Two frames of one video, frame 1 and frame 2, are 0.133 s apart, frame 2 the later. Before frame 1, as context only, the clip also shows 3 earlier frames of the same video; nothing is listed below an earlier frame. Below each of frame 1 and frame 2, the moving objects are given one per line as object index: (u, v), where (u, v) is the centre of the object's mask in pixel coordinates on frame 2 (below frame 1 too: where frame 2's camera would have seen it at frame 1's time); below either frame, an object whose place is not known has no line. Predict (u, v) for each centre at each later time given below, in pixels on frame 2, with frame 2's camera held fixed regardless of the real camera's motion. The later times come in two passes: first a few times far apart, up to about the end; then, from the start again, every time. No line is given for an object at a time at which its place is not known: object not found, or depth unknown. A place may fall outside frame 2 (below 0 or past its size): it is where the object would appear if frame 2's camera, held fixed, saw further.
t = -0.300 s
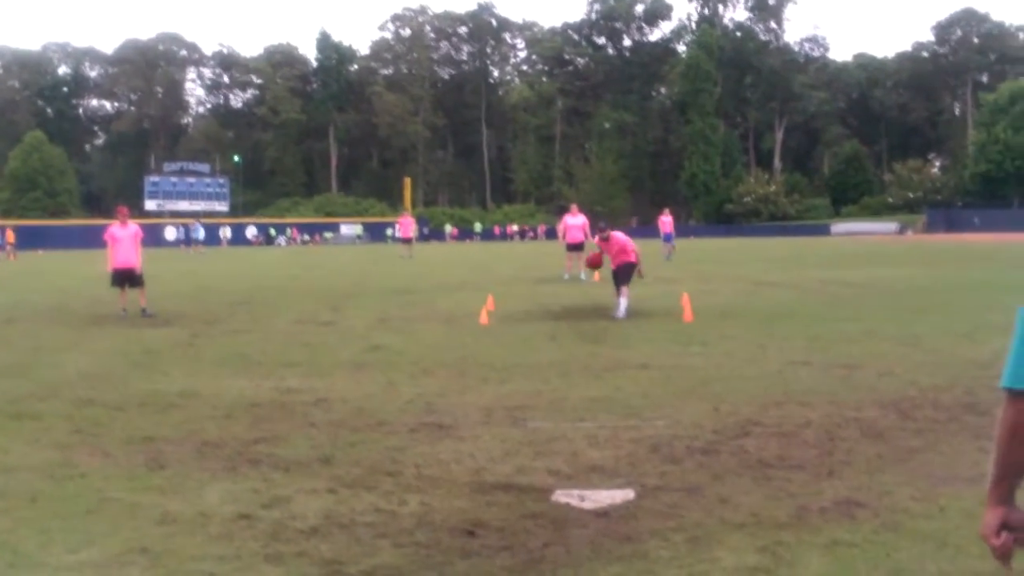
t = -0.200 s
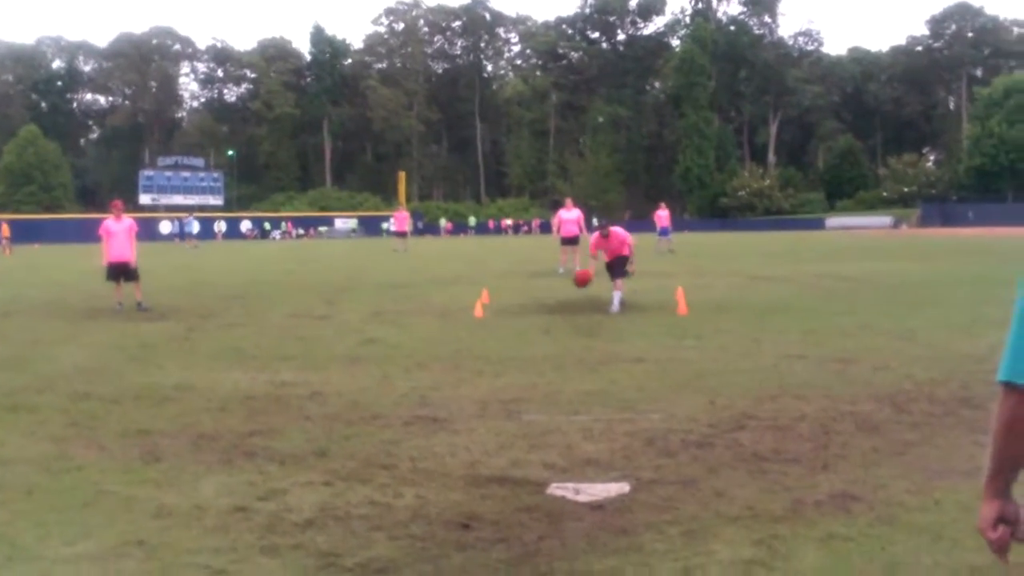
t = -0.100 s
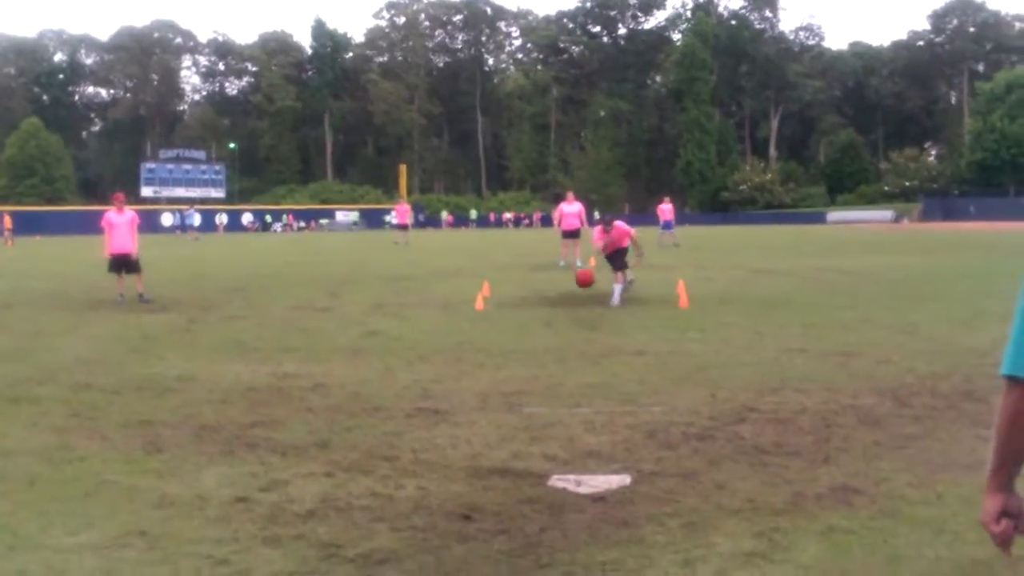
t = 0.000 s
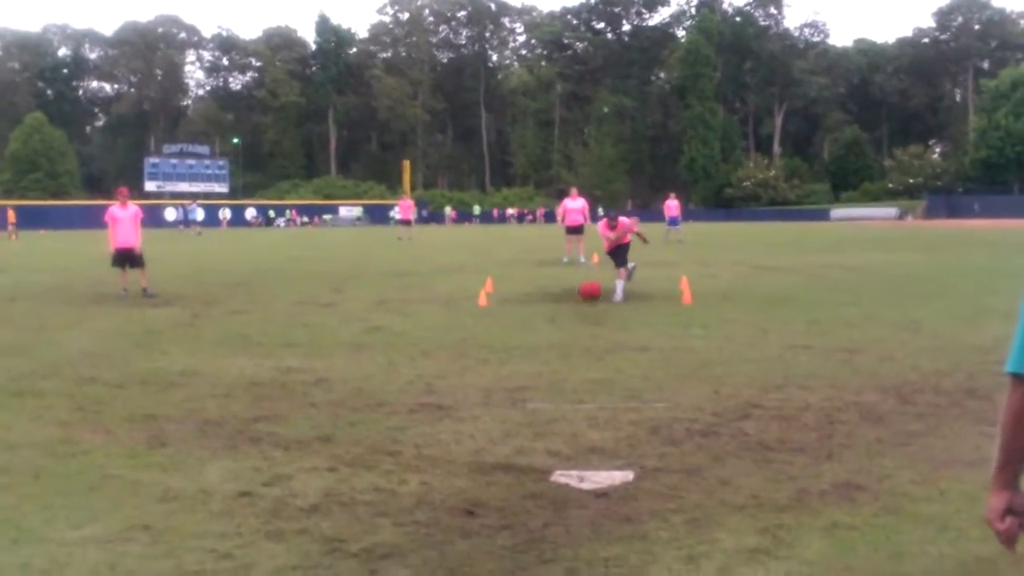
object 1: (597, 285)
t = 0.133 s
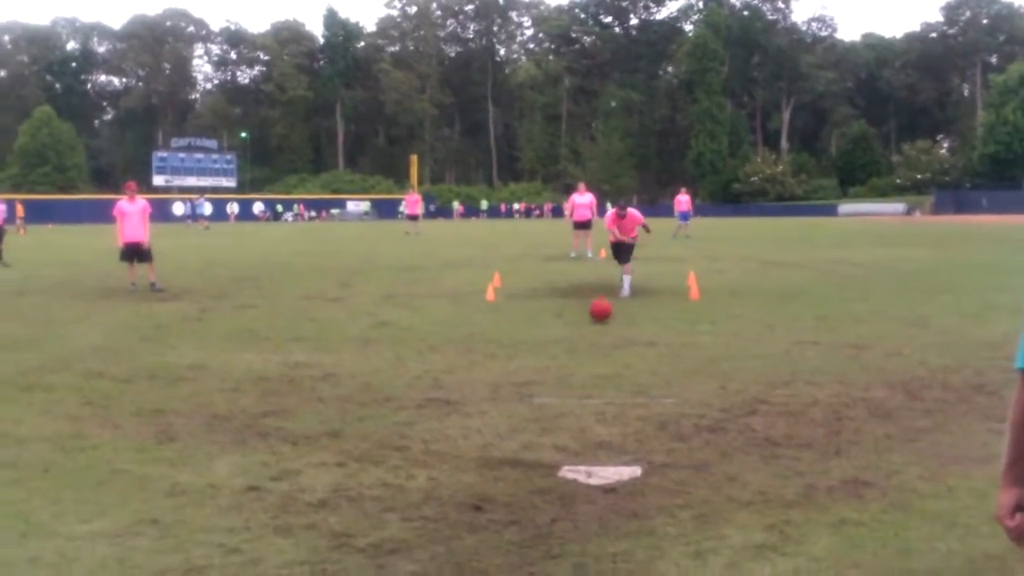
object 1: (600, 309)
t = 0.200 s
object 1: (601, 299)
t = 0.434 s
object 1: (600, 296)
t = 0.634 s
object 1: (598, 345)
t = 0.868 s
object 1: (594, 339)
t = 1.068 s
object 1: (590, 379)
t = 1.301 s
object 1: (583, 398)
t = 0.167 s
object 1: (601, 303)
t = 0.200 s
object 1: (601, 299)
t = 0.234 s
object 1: (600, 295)
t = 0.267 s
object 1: (601, 293)
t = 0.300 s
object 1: (601, 292)
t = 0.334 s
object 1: (600, 291)
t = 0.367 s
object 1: (601, 292)
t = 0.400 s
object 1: (601, 293)
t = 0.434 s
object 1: (600, 296)
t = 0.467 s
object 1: (600, 301)
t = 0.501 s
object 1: (601, 306)
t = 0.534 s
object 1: (599, 313)
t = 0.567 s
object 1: (599, 322)
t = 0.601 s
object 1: (599, 333)
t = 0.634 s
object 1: (598, 345)
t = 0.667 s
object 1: (597, 352)
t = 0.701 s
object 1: (597, 346)
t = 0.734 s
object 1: (596, 343)
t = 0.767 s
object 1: (596, 340)
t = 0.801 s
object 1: (596, 338)
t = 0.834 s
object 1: (595, 337)
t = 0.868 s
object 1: (594, 339)
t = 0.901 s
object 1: (594, 341)
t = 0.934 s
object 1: (593, 344)
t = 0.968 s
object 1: (592, 350)
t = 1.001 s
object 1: (591, 358)
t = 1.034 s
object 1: (592, 369)
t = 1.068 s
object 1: (590, 379)
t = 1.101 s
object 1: (589, 396)
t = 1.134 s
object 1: (589, 410)
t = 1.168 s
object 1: (589, 408)
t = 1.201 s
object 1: (587, 401)
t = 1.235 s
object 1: (585, 398)
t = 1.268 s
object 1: (584, 398)
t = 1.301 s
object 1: (583, 398)
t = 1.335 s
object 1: (581, 399)
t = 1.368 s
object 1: (579, 404)
